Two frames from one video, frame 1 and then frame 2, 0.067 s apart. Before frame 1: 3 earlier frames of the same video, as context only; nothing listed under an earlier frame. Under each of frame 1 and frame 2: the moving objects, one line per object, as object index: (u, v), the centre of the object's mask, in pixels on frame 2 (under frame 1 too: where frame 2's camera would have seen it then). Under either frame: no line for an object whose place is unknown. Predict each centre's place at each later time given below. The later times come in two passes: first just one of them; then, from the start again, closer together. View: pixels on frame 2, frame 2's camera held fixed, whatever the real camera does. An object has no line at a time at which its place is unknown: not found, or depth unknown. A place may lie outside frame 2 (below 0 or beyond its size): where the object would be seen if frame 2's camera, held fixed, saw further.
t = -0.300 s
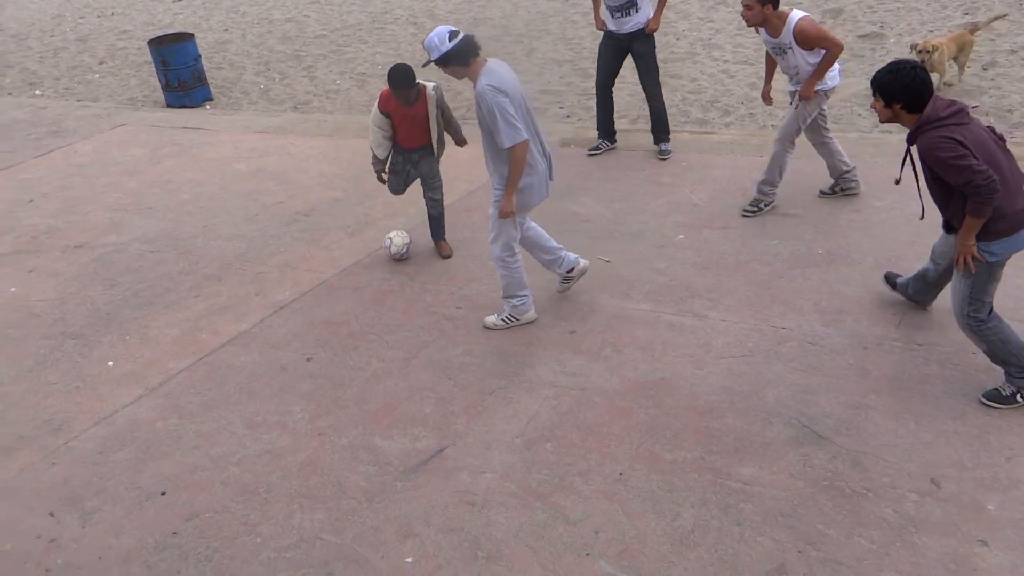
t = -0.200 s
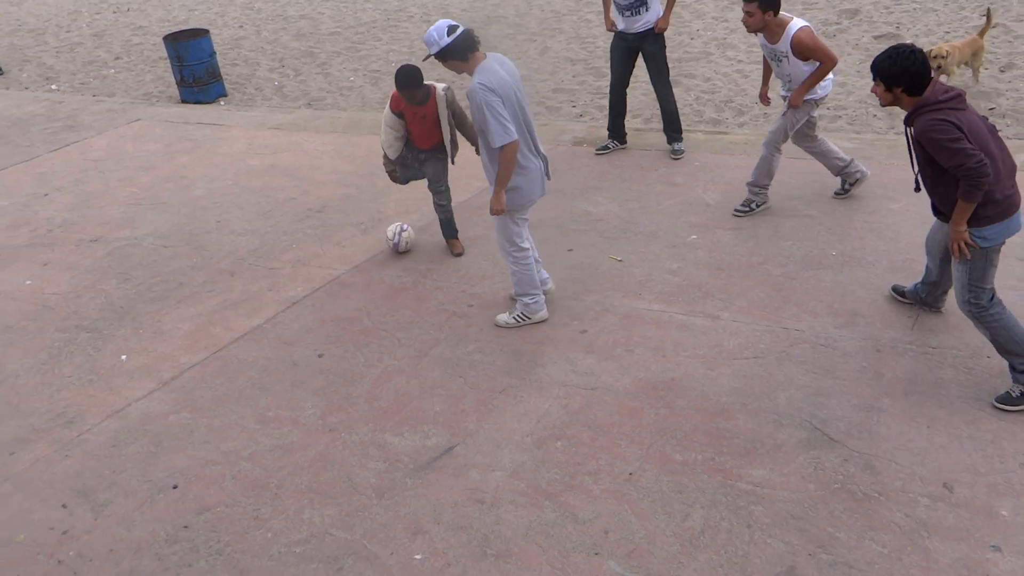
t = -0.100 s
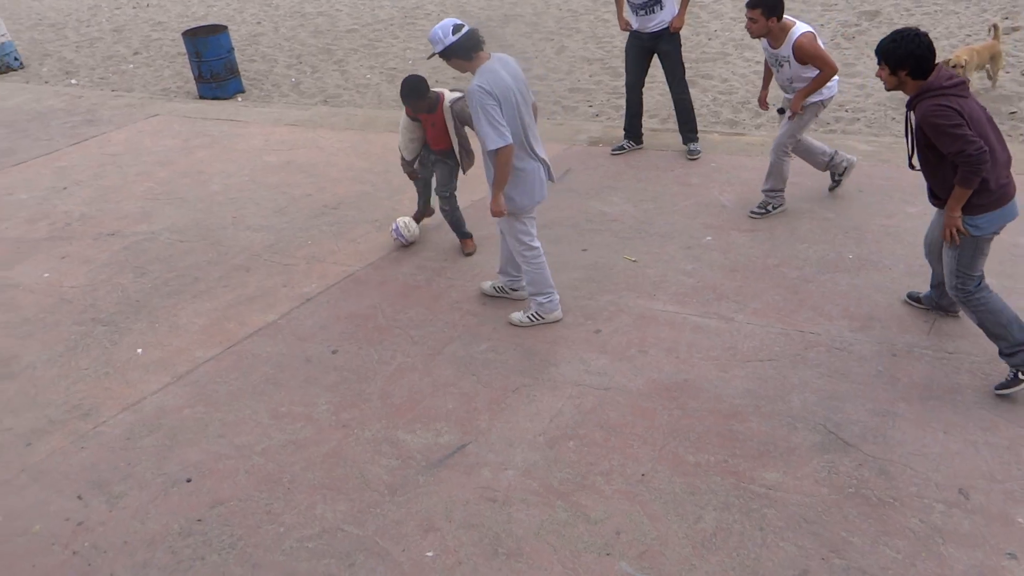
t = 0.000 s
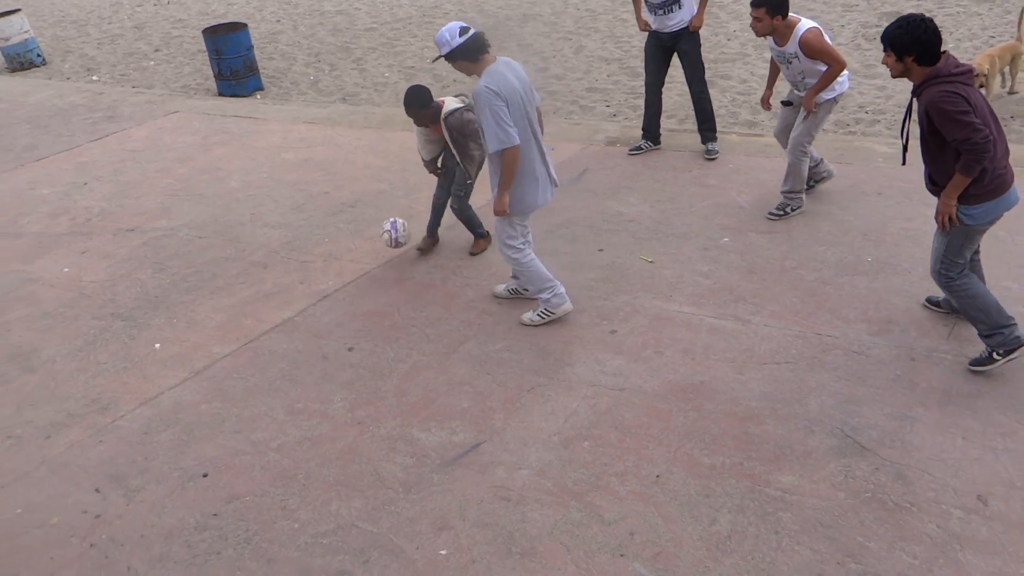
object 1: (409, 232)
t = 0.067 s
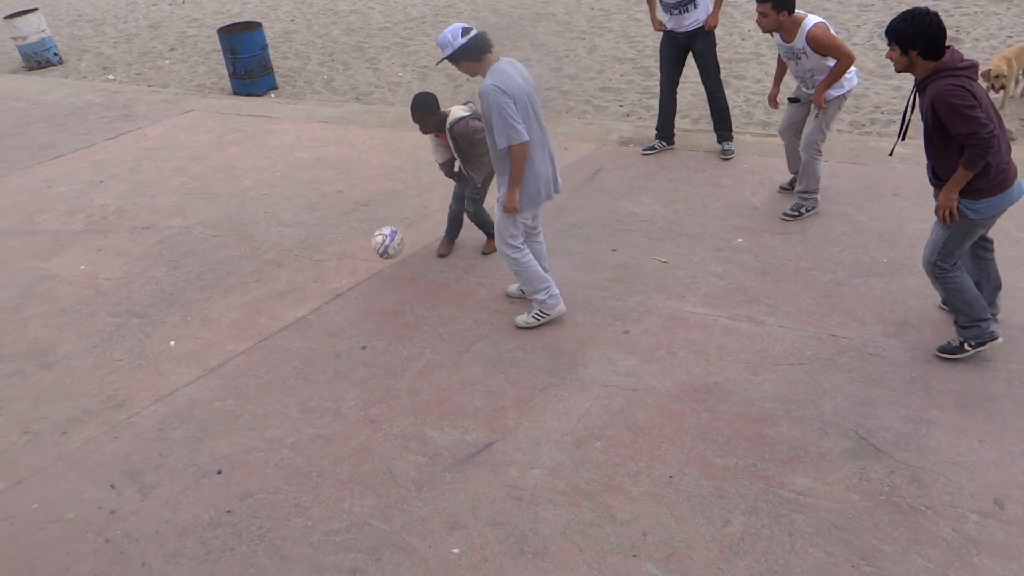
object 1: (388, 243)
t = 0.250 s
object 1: (326, 315)
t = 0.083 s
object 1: (383, 246)
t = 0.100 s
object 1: (377, 251)
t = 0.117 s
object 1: (372, 256)
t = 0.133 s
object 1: (366, 261)
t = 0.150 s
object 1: (360, 266)
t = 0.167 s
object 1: (355, 274)
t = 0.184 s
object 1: (349, 281)
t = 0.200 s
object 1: (344, 288)
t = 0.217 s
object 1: (339, 296)
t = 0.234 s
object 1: (332, 305)
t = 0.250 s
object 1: (326, 315)
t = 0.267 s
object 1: (321, 325)
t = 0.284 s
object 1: (315, 336)
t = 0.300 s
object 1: (310, 347)
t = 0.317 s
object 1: (304, 360)
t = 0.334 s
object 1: (299, 373)
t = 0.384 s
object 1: (283, 416)
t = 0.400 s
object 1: (277, 420)
